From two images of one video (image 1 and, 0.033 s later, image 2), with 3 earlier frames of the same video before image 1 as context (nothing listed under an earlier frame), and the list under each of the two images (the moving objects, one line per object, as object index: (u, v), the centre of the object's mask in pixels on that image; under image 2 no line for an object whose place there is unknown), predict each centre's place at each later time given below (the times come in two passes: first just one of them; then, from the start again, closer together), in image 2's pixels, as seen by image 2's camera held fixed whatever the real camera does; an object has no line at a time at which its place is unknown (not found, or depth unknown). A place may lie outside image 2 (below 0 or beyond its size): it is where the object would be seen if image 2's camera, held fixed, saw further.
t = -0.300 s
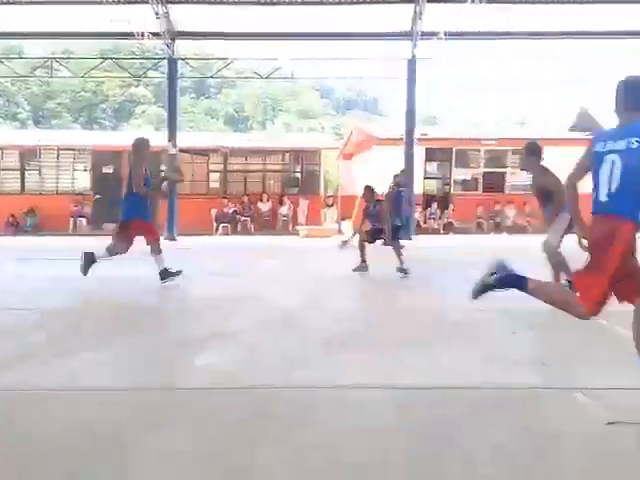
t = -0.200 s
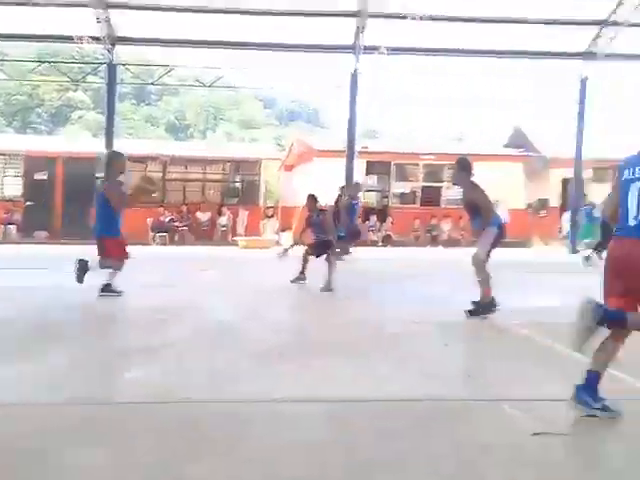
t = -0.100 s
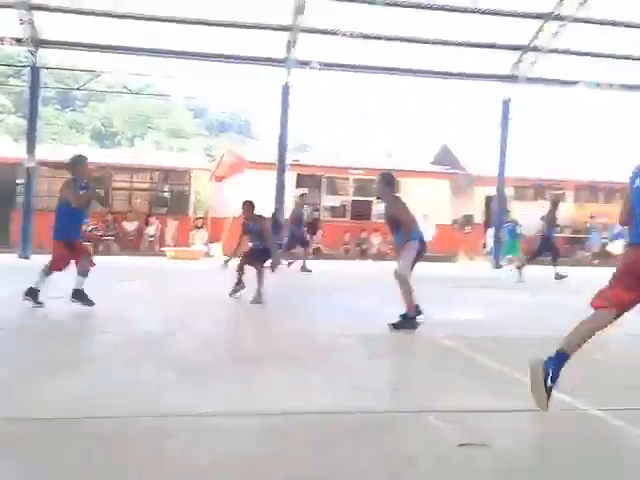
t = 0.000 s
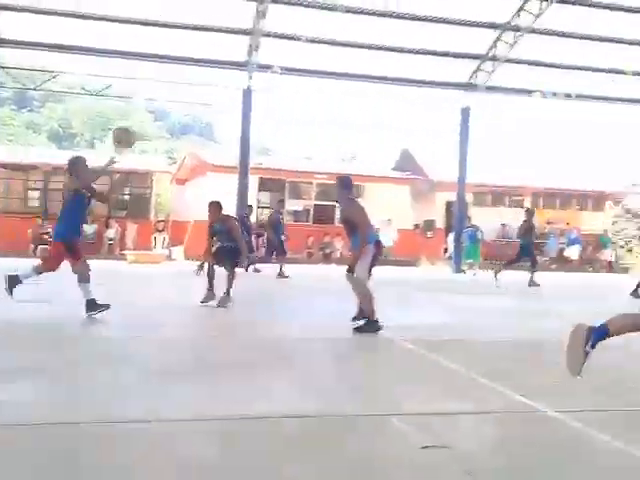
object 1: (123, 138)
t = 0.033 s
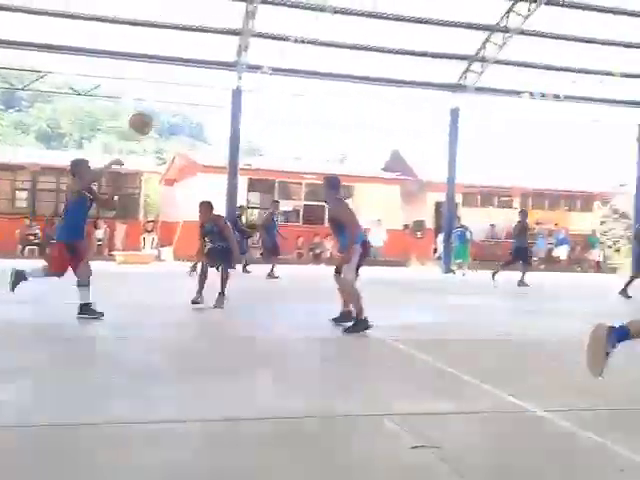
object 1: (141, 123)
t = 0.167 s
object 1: (256, 75)
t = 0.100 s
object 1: (197, 98)
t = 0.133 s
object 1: (227, 86)
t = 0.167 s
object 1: (256, 75)
